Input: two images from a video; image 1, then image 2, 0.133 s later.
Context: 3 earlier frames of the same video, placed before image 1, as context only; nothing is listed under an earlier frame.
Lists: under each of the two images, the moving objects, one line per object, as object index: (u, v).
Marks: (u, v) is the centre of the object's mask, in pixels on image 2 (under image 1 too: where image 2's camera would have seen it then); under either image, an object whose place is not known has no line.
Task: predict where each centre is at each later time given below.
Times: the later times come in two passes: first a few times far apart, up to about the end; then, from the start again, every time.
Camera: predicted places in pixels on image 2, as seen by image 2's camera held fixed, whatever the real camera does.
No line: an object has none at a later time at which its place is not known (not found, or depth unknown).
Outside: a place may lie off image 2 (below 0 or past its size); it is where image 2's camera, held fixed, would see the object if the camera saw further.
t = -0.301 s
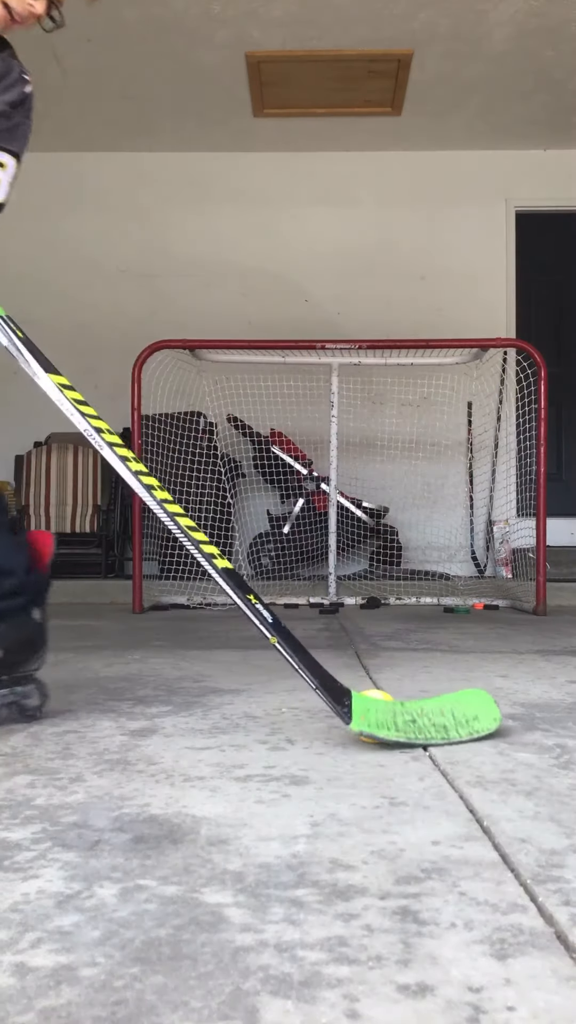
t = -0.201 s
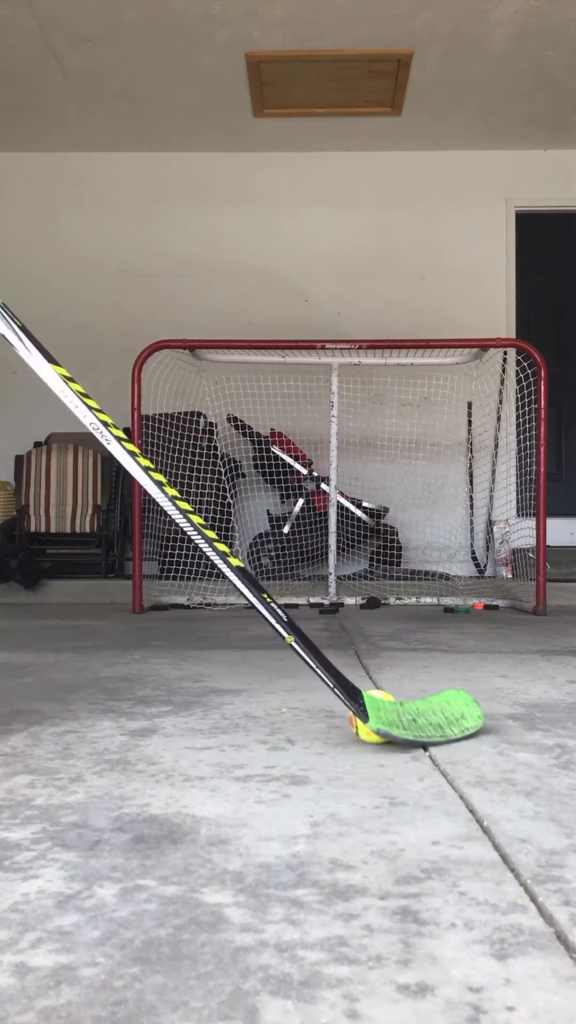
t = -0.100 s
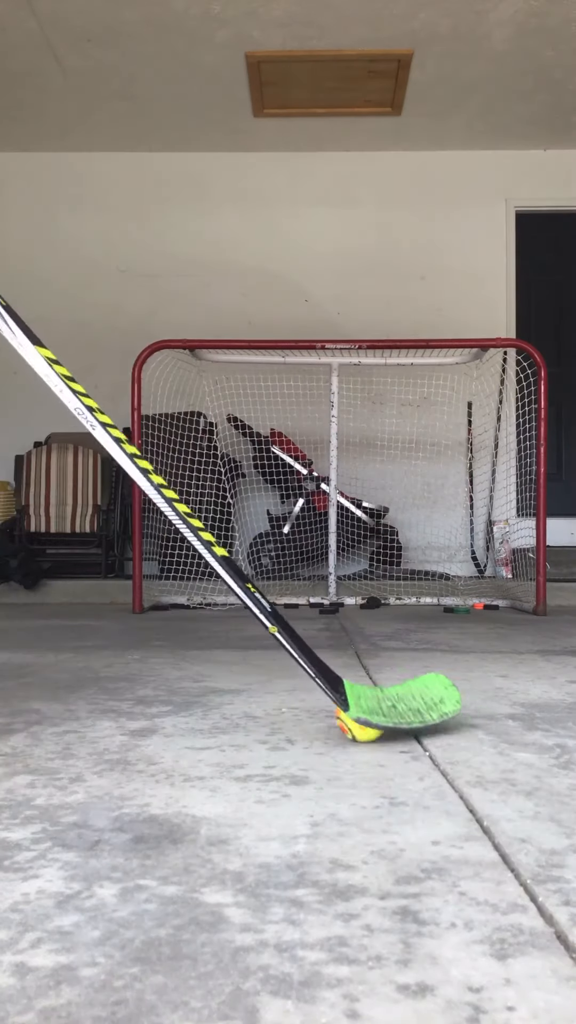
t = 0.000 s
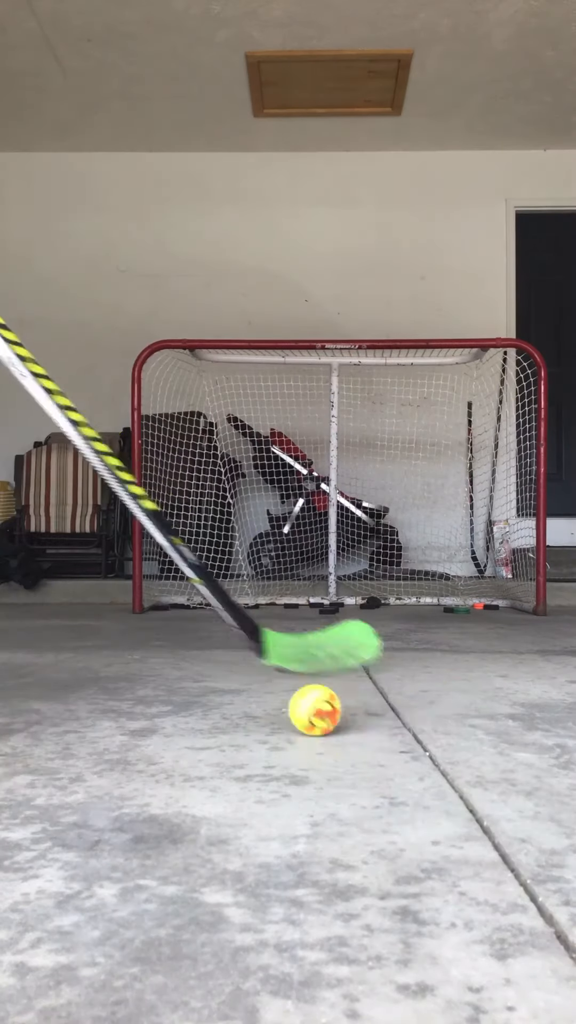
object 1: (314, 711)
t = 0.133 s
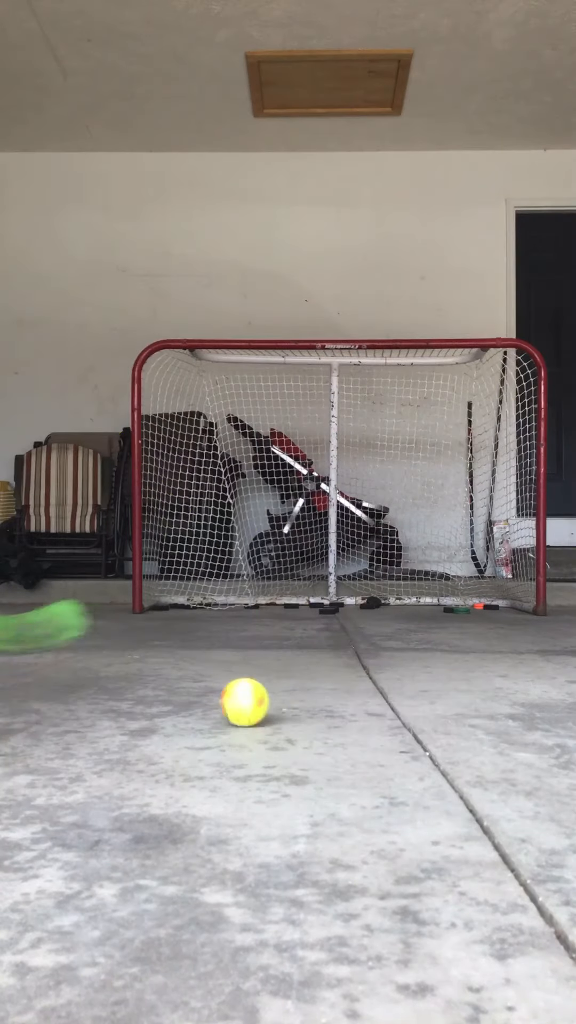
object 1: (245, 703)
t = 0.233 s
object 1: (196, 698)
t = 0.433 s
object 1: (112, 689)
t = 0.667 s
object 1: (30, 679)
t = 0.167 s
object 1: (228, 701)
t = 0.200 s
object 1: (212, 699)
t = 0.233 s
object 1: (196, 698)
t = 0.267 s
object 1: (180, 703)
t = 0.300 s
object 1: (167, 697)
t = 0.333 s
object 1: (153, 693)
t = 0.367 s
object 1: (139, 691)
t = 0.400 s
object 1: (126, 690)
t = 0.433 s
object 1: (112, 689)
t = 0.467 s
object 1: (100, 687)
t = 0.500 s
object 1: (87, 686)
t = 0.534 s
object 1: (75, 688)
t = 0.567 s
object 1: (63, 684)
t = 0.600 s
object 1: (52, 682)
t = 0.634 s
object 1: (41, 681)
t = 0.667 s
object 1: (30, 679)
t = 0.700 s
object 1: (20, 678)
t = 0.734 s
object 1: (13, 677)
